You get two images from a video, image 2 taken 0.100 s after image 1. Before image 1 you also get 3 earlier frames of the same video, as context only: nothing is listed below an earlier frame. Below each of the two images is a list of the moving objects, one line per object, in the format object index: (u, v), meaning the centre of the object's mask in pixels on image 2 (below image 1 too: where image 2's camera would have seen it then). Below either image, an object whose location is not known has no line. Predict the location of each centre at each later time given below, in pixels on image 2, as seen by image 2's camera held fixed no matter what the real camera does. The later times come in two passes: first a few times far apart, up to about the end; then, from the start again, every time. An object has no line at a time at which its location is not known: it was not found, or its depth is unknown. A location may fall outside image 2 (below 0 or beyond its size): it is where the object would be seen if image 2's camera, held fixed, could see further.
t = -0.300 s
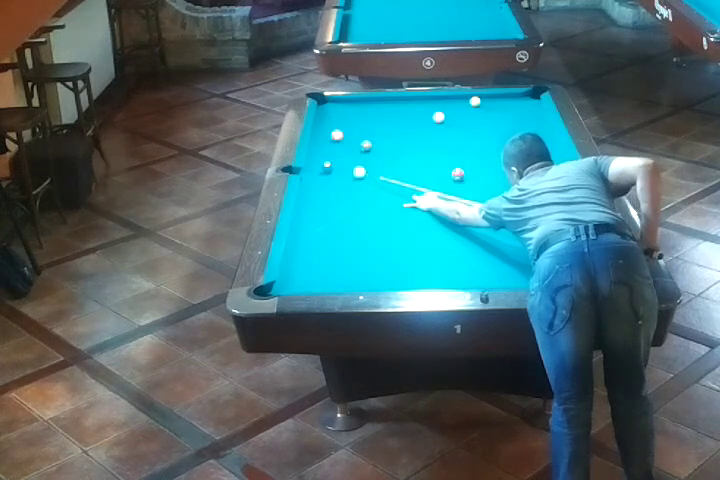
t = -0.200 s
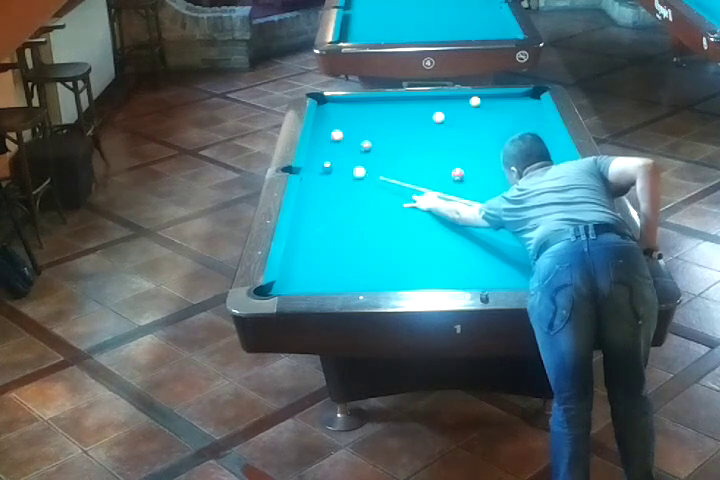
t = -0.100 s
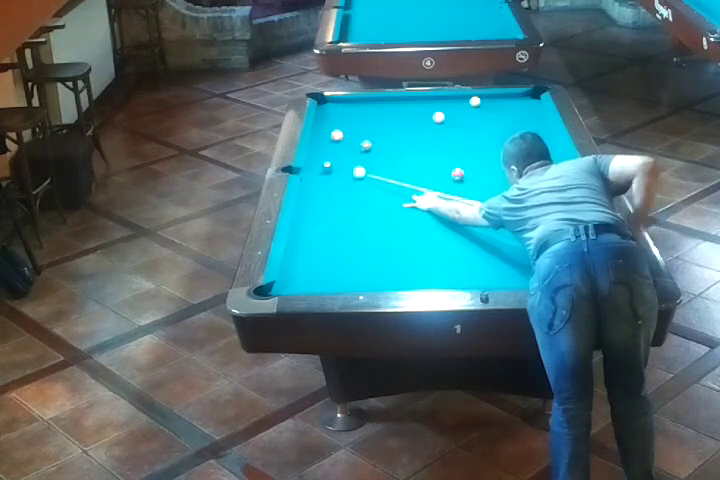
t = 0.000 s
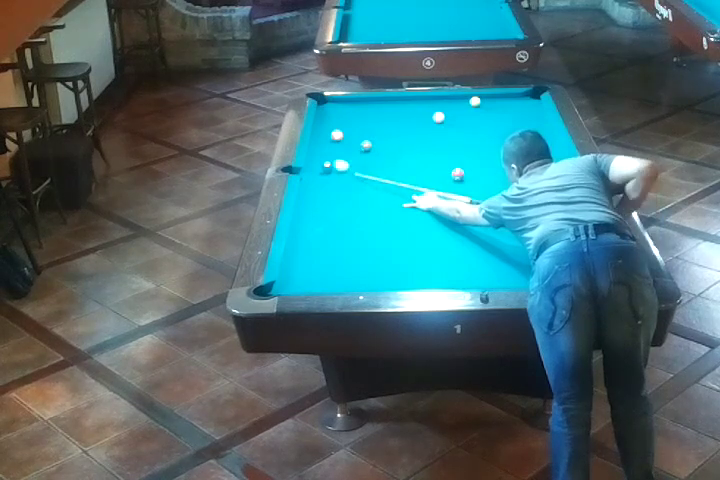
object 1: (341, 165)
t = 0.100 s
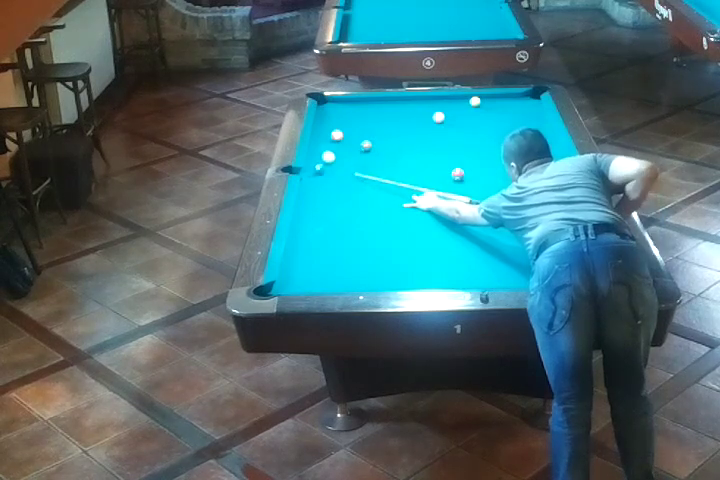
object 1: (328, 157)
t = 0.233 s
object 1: (316, 148)
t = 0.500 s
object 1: (325, 135)
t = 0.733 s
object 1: (337, 124)
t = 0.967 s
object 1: (347, 115)
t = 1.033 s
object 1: (350, 113)
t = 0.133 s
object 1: (325, 154)
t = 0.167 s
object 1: (322, 152)
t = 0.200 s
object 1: (319, 150)
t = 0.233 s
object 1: (316, 148)
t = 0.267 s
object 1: (314, 146)
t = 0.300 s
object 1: (313, 144)
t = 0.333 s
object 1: (316, 143)
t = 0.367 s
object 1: (317, 141)
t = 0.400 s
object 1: (319, 139)
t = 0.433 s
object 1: (321, 138)
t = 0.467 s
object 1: (323, 136)
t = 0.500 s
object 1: (325, 135)
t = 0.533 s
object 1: (326, 133)
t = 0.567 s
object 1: (328, 132)
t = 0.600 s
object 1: (329, 130)
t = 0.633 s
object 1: (331, 128)
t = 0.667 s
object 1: (333, 126)
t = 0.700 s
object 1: (335, 125)
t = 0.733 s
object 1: (337, 124)
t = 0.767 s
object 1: (338, 123)
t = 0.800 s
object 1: (340, 122)
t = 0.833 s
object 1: (341, 121)
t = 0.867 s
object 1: (343, 119)
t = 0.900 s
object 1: (344, 118)
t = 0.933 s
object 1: (346, 117)
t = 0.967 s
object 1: (347, 115)
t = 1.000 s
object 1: (349, 114)
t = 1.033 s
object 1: (350, 113)
